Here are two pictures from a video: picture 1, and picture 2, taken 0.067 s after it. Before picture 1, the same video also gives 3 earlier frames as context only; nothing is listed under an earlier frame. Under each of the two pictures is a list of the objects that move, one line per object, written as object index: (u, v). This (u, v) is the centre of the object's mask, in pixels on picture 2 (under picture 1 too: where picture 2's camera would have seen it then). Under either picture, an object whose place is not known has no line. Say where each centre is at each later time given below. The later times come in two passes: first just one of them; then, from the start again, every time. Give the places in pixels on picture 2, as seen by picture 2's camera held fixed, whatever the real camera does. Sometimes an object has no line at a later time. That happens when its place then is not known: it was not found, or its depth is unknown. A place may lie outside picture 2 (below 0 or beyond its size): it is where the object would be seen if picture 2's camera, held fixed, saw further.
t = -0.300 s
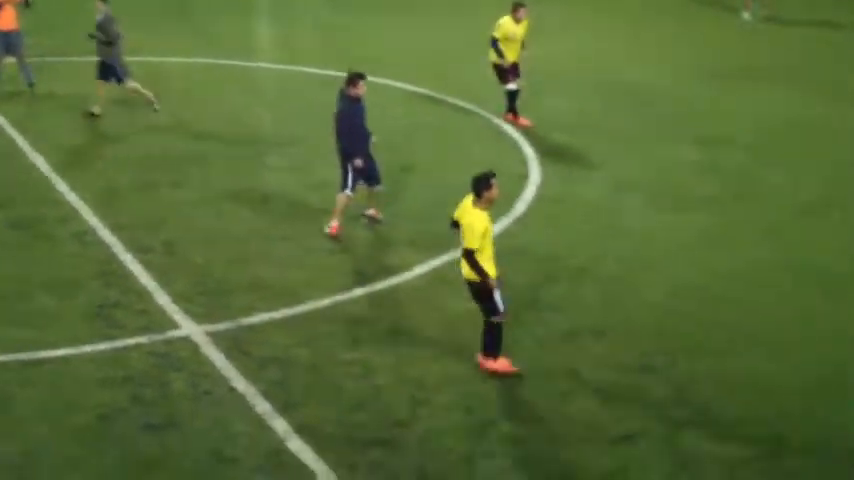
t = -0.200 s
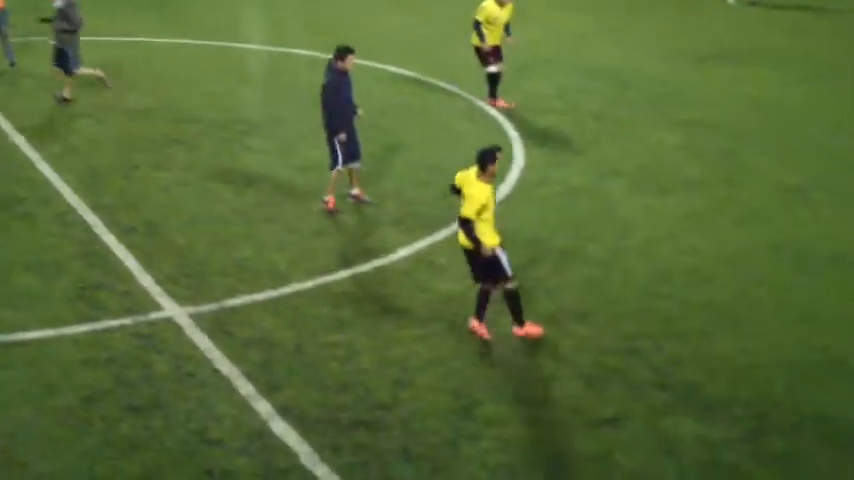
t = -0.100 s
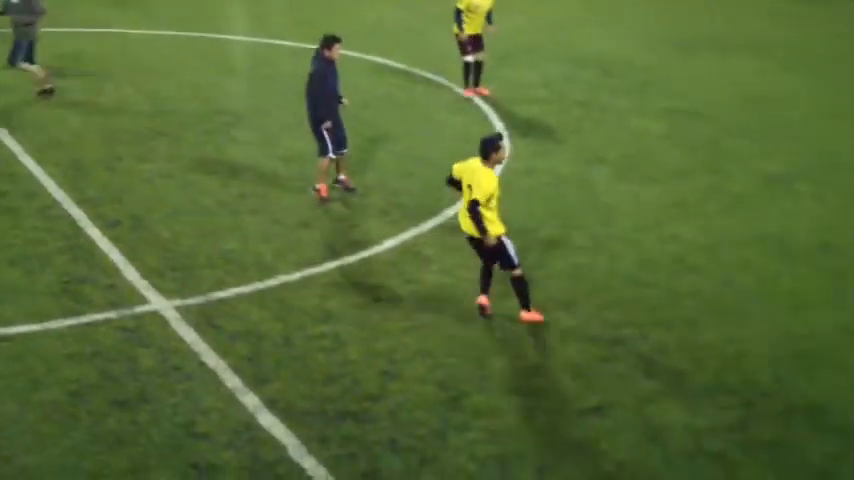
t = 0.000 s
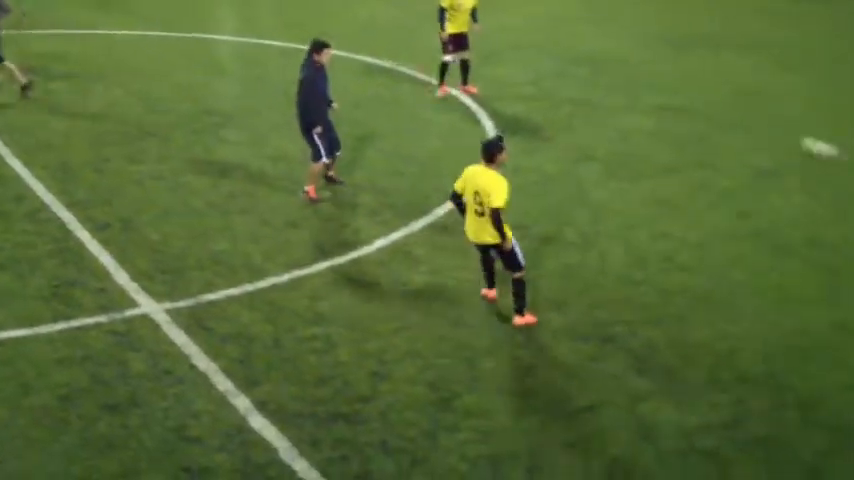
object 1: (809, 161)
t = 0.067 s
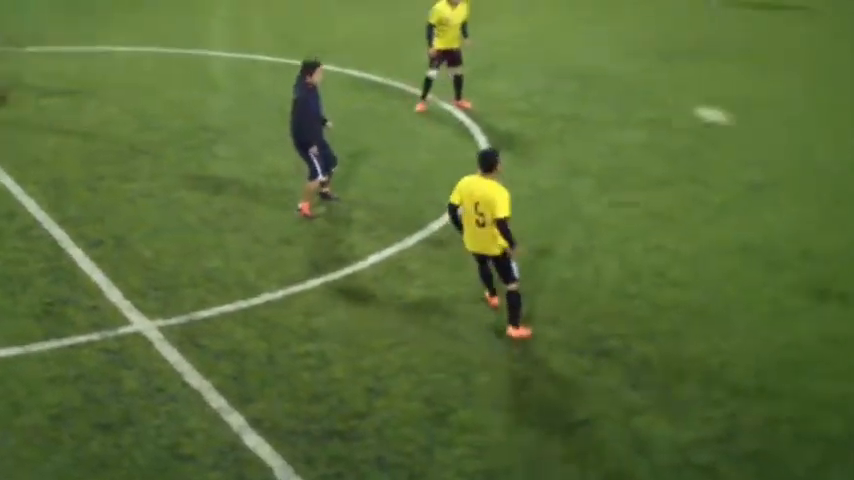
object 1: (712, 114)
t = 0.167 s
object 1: (577, 61)
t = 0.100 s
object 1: (665, 97)
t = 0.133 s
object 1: (623, 78)
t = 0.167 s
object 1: (577, 61)
